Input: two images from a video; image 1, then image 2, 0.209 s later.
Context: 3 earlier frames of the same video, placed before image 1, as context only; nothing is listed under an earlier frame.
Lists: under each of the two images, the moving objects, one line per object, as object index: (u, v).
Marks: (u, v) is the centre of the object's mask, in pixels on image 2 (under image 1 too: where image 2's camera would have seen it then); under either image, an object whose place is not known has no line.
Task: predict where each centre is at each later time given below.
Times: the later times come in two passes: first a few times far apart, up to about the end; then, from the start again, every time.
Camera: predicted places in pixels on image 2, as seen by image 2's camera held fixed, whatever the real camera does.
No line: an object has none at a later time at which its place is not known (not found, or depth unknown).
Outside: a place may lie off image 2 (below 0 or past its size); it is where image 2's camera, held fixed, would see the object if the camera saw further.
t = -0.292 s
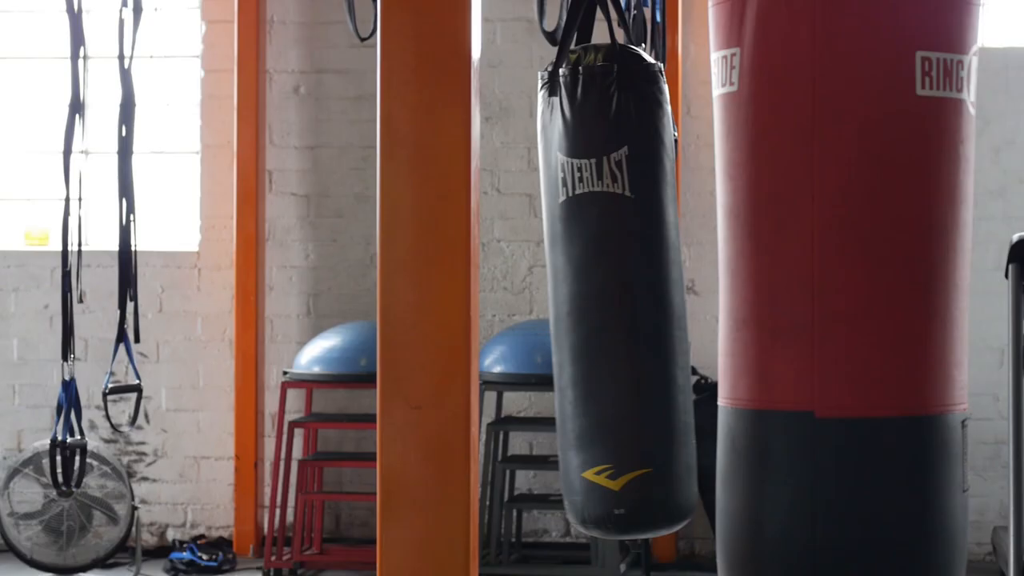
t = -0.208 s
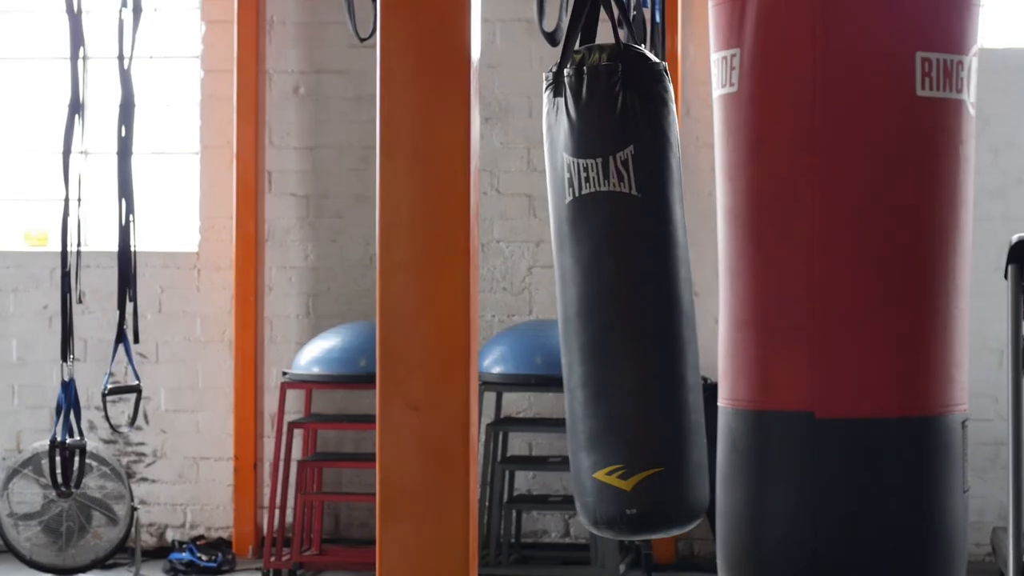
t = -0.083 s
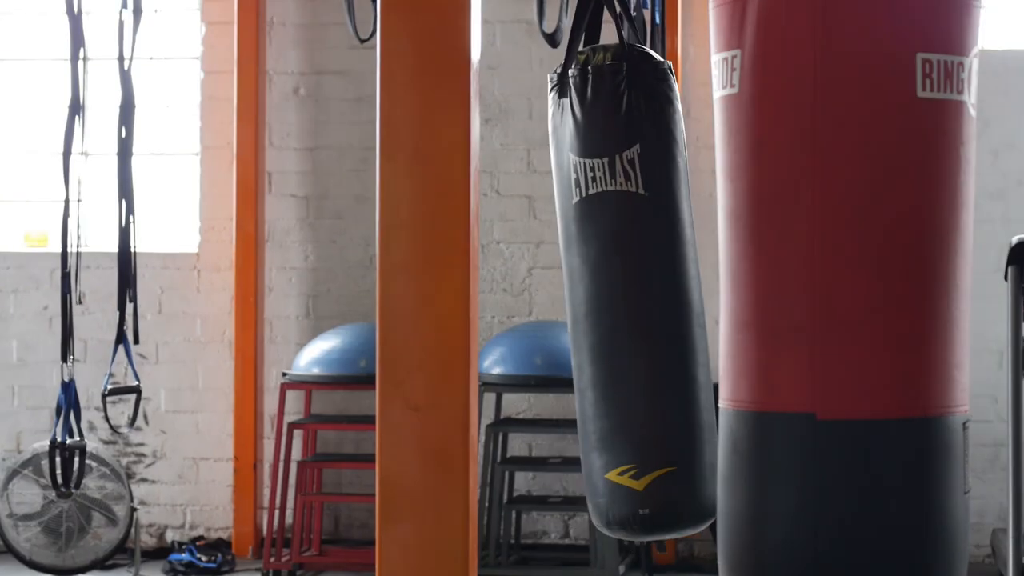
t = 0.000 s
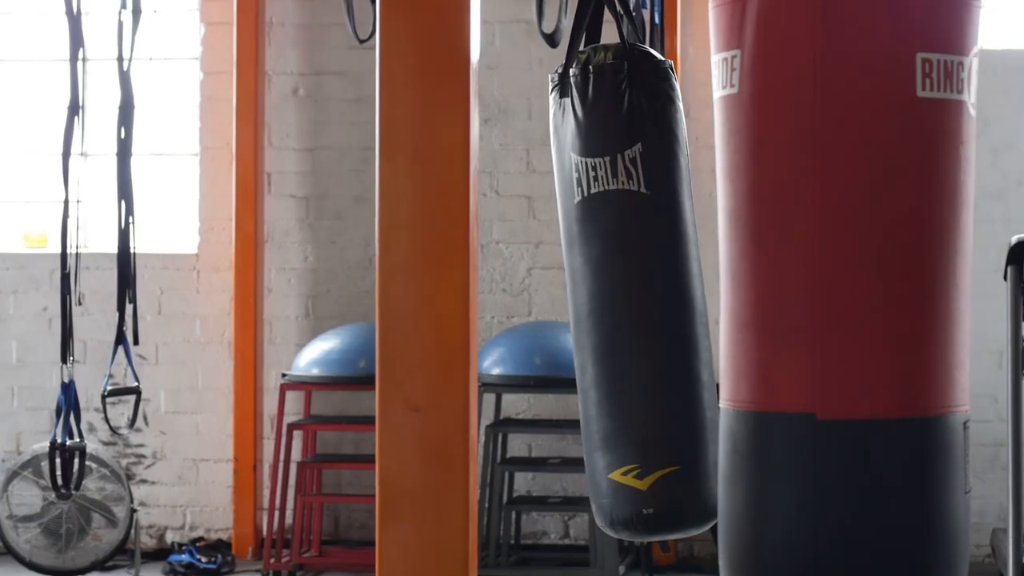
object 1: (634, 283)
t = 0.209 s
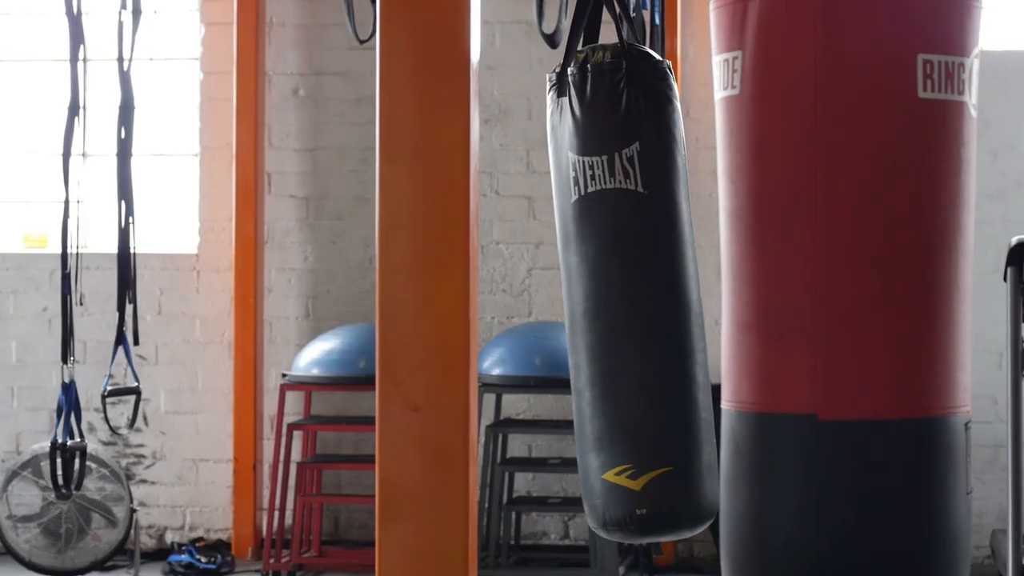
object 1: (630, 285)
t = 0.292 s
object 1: (624, 292)
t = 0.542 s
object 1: (594, 287)
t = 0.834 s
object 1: (552, 288)
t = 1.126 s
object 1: (537, 271)
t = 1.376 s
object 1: (538, 266)
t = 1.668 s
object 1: (557, 284)
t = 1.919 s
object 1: (592, 284)
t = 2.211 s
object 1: (624, 284)
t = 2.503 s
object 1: (631, 283)
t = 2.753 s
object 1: (613, 286)
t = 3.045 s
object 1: (576, 286)
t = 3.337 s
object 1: (543, 274)
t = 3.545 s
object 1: (537, 265)
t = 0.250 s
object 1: (627, 286)
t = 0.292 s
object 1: (624, 292)
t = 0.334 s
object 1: (620, 286)
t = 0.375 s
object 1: (615, 286)
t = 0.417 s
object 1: (610, 286)
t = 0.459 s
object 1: (605, 286)
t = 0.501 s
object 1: (599, 294)
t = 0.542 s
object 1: (594, 287)
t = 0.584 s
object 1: (587, 287)
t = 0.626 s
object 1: (581, 287)
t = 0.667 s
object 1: (575, 287)
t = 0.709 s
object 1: (569, 287)
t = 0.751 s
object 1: (563, 286)
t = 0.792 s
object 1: (557, 286)
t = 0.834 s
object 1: (552, 288)
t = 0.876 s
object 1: (549, 281)
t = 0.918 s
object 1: (546, 278)
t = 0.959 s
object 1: (543, 274)
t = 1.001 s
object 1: (541, 276)
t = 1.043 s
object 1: (539, 269)
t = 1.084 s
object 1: (538, 267)
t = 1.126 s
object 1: (537, 271)
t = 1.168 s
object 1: (536, 269)
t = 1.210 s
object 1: (536, 269)
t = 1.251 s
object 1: (536, 267)
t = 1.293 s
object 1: (536, 264)
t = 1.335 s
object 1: (537, 268)
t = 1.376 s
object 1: (538, 266)
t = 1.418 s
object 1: (539, 268)
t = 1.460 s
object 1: (541, 274)
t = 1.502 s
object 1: (543, 273)
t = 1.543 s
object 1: (545, 275)
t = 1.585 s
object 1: (548, 279)
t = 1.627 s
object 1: (552, 281)
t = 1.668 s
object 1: (557, 284)
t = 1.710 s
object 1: (563, 284)
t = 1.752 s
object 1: (568, 284)
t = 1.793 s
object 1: (575, 285)
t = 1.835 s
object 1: (581, 284)
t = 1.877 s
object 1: (586, 283)
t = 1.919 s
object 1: (592, 284)
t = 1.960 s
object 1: (598, 285)
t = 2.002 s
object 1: (603, 285)
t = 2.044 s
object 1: (609, 284)
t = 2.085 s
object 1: (613, 285)
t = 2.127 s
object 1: (617, 284)
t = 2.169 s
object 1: (621, 285)
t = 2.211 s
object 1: (624, 284)
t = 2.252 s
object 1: (627, 284)
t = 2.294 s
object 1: (629, 289)
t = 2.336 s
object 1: (630, 283)
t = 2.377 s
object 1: (632, 283)
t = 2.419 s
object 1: (632, 283)
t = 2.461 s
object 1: (632, 283)
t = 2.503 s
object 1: (631, 283)
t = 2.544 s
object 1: (630, 284)
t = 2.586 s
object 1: (628, 284)
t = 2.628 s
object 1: (624, 284)
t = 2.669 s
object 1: (621, 285)
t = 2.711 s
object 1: (617, 285)
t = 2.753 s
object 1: (613, 286)
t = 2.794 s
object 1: (609, 286)
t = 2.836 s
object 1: (604, 285)
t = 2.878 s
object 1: (599, 285)
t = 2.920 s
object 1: (592, 286)
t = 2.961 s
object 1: (587, 286)
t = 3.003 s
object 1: (581, 286)
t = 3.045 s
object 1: (576, 286)
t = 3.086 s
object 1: (569, 287)
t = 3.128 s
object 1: (563, 286)
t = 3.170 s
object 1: (557, 286)
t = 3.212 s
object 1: (552, 284)
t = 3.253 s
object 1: (549, 281)
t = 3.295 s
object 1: (546, 278)
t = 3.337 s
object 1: (543, 274)
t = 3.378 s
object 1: (541, 272)
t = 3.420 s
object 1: (540, 269)
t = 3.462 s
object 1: (538, 268)
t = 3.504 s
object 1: (537, 266)
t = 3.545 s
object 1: (537, 265)
